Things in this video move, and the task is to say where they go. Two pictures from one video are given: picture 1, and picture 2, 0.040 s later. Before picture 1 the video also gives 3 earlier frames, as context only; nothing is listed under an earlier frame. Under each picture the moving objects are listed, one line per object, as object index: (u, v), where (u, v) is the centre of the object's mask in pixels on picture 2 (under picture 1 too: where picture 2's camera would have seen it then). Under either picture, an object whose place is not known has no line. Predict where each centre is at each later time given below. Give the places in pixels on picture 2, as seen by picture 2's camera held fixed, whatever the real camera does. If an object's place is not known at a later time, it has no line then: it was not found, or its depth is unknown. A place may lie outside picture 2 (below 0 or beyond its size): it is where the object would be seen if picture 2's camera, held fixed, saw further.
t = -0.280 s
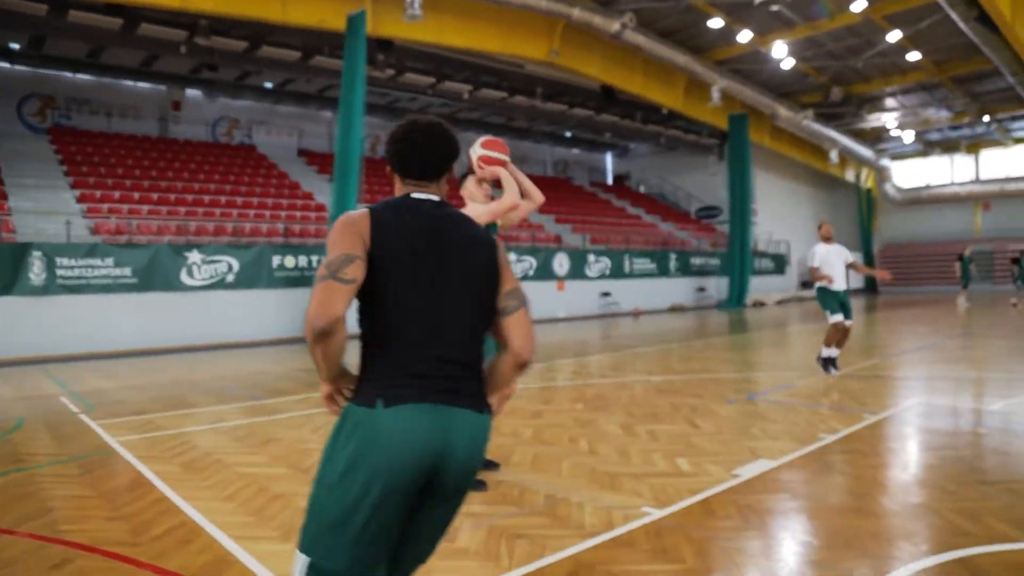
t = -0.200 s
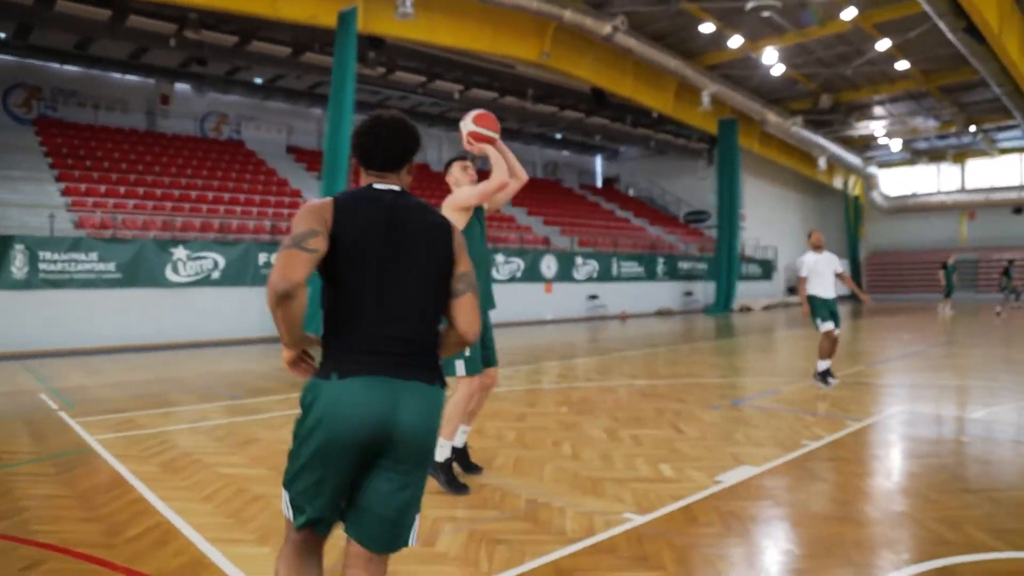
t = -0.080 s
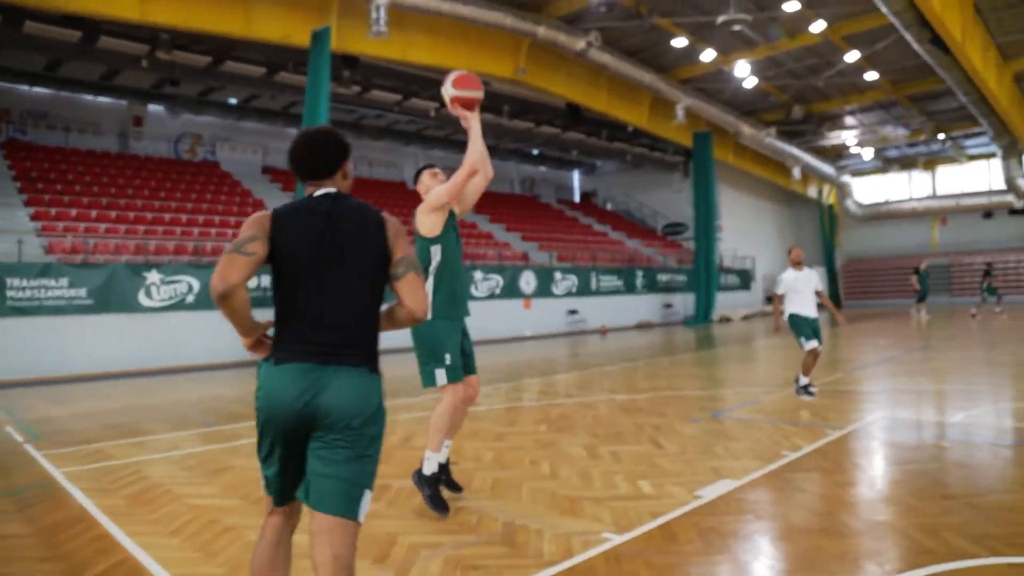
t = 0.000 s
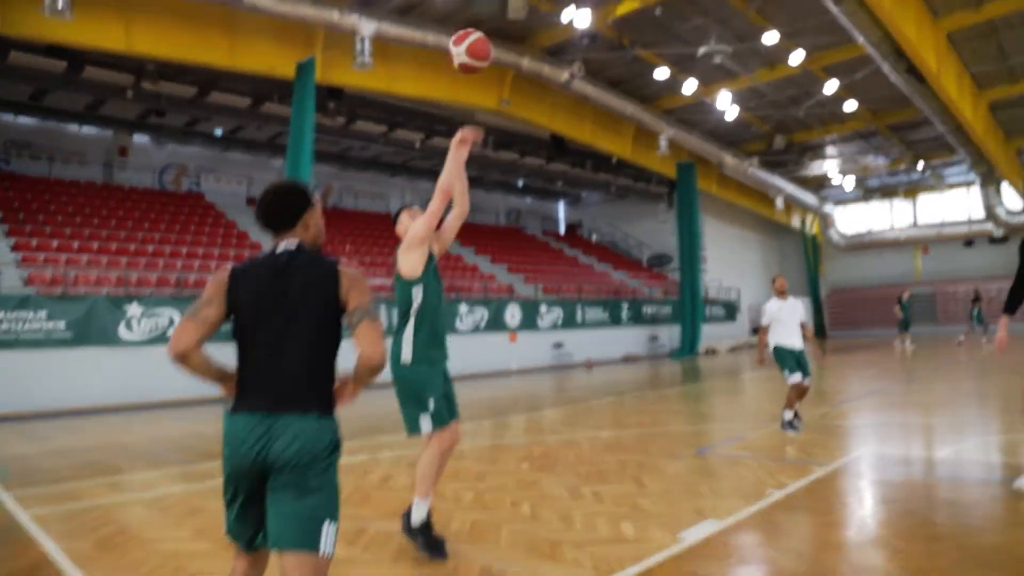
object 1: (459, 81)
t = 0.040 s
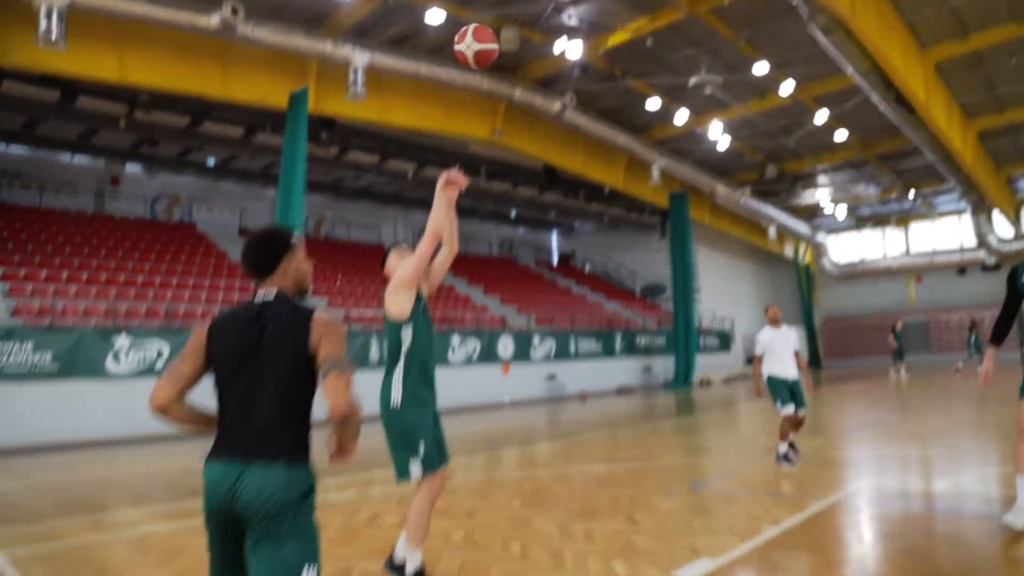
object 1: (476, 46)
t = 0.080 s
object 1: (490, 13)
